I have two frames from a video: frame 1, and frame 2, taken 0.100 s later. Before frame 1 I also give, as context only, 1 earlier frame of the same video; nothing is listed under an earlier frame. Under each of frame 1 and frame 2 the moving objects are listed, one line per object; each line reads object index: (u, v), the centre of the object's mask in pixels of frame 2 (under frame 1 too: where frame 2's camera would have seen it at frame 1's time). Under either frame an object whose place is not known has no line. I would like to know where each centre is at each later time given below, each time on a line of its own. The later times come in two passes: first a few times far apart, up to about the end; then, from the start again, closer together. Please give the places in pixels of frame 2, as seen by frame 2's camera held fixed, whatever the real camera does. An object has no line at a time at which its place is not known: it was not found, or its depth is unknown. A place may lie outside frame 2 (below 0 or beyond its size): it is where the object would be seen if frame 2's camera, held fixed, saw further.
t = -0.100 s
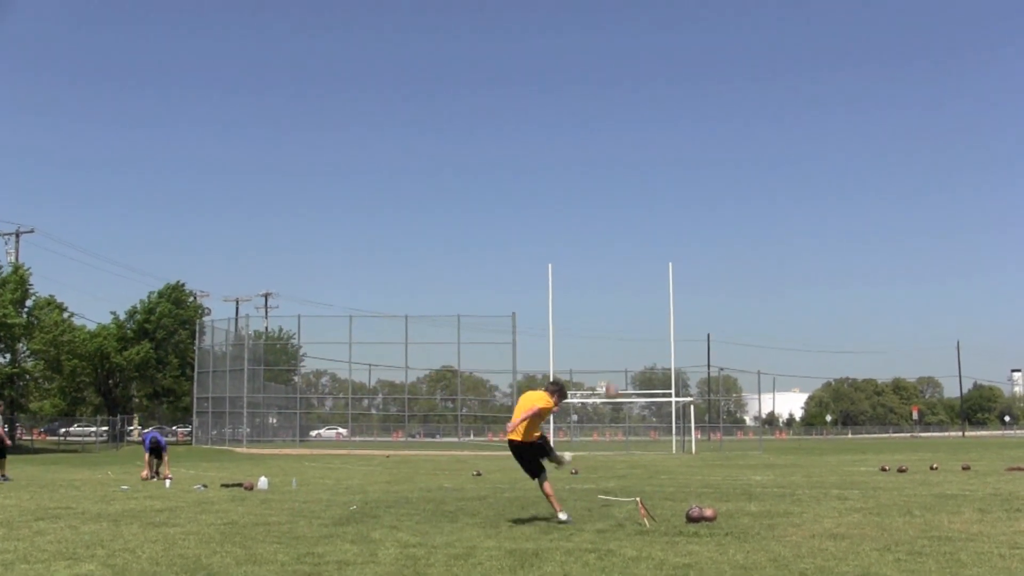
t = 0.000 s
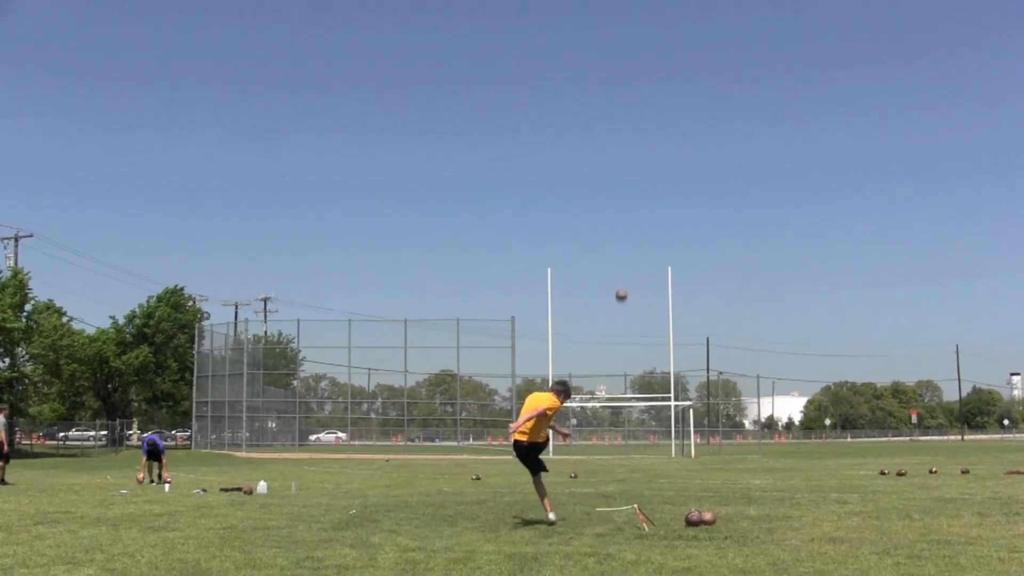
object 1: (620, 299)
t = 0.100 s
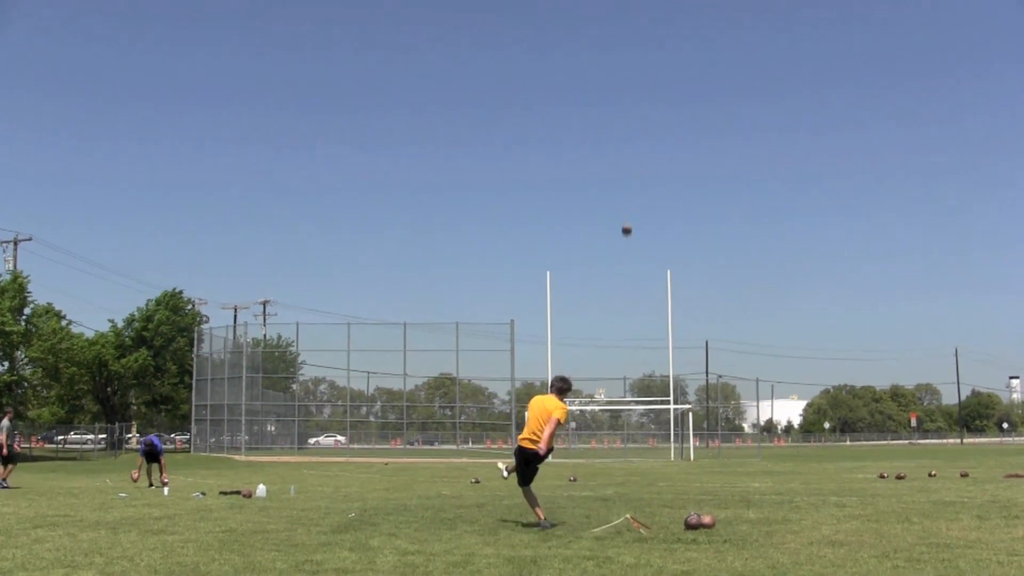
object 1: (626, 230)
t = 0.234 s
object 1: (631, 168)
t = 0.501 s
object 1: (636, 102)
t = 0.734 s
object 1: (634, 79)
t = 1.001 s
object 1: (628, 80)
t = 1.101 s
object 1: (625, 84)
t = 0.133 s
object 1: (628, 212)
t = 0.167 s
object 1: (629, 196)
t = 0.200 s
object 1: (630, 182)
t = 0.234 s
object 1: (631, 168)
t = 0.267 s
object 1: (632, 157)
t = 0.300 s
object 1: (633, 146)
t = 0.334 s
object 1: (634, 137)
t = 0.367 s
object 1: (634, 128)
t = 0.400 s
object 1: (635, 120)
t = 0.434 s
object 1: (635, 114)
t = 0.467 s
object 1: (636, 107)
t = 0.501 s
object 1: (636, 102)
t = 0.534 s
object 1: (636, 97)
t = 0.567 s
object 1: (636, 93)
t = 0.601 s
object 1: (636, 89)
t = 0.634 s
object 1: (636, 86)
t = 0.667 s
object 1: (635, 83)
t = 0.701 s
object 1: (635, 82)
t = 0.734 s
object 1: (634, 79)
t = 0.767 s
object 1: (633, 79)
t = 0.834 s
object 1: (632, 78)
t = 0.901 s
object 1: (630, 77)
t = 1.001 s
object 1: (628, 80)
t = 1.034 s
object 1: (626, 81)
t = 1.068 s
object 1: (626, 82)
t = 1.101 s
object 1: (625, 84)
